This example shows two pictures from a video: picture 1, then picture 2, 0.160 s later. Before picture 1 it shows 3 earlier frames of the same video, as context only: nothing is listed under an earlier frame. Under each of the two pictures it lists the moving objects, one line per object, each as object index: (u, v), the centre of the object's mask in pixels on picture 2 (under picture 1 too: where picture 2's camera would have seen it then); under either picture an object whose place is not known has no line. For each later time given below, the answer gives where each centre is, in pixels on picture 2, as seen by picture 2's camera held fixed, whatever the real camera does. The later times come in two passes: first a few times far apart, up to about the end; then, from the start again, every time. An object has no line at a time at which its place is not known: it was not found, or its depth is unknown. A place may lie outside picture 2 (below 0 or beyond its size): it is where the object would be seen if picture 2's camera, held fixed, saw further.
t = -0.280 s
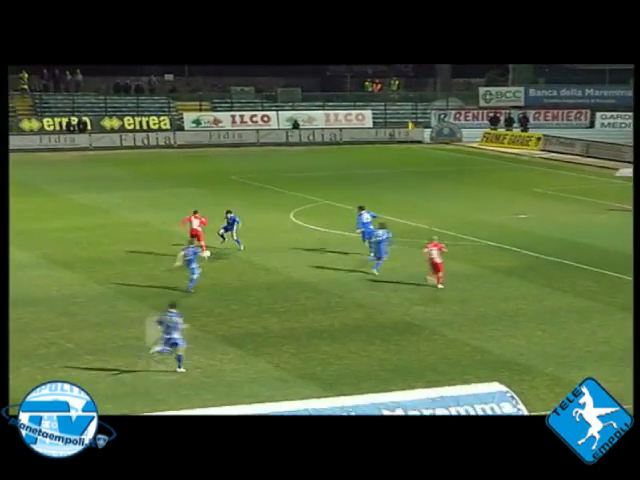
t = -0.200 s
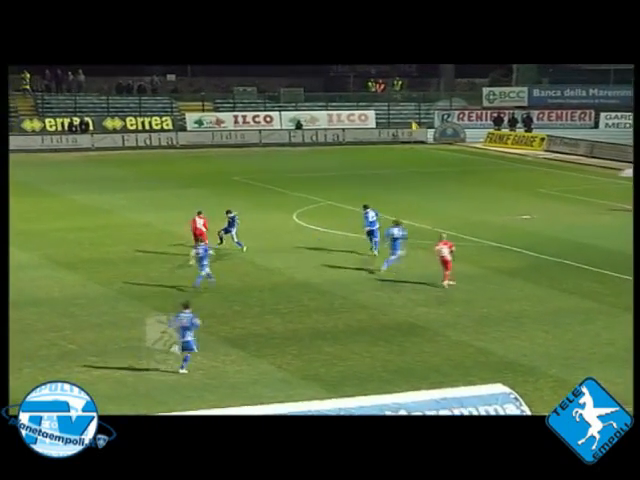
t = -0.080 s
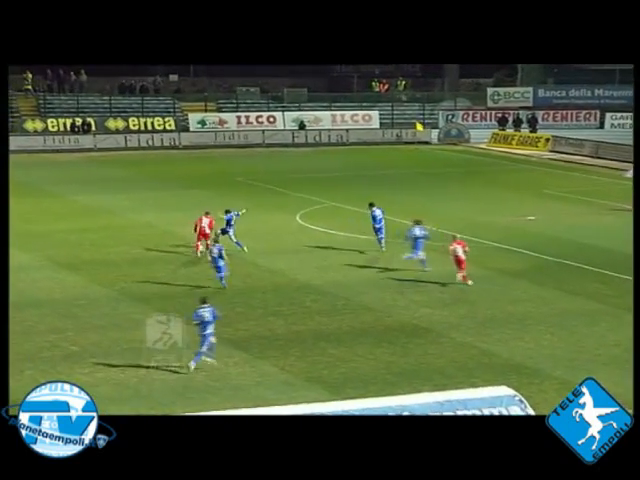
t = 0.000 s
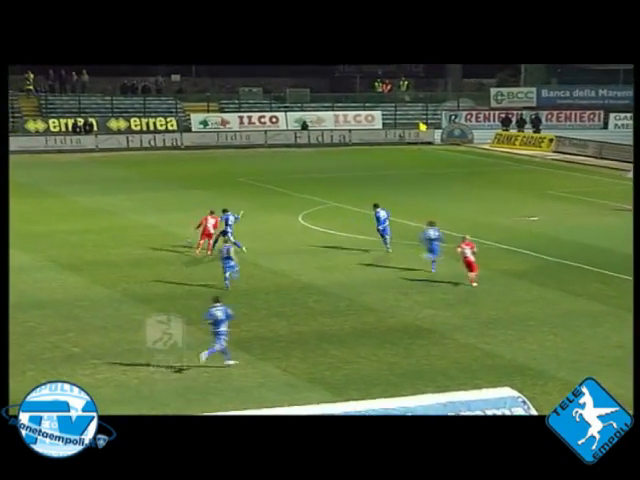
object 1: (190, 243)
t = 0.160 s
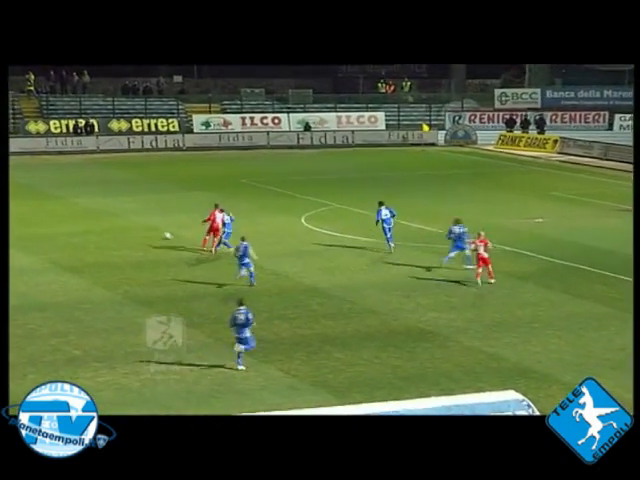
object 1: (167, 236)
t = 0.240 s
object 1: (155, 232)
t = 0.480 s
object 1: (124, 222)
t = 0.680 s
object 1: (101, 217)
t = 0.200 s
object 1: (162, 234)
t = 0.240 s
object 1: (155, 232)
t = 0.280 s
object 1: (150, 230)
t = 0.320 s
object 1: (144, 228)
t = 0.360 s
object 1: (140, 226)
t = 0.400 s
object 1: (134, 225)
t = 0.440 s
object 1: (129, 223)
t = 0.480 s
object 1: (124, 222)
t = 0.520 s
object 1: (120, 221)
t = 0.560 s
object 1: (115, 220)
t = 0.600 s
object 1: (110, 219)
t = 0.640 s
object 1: (106, 218)
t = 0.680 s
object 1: (101, 217)
